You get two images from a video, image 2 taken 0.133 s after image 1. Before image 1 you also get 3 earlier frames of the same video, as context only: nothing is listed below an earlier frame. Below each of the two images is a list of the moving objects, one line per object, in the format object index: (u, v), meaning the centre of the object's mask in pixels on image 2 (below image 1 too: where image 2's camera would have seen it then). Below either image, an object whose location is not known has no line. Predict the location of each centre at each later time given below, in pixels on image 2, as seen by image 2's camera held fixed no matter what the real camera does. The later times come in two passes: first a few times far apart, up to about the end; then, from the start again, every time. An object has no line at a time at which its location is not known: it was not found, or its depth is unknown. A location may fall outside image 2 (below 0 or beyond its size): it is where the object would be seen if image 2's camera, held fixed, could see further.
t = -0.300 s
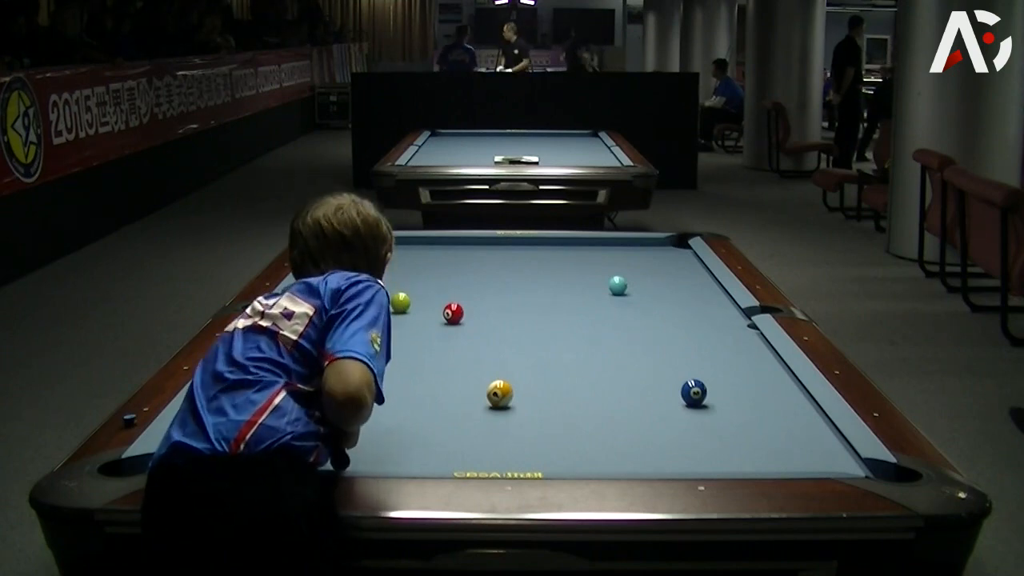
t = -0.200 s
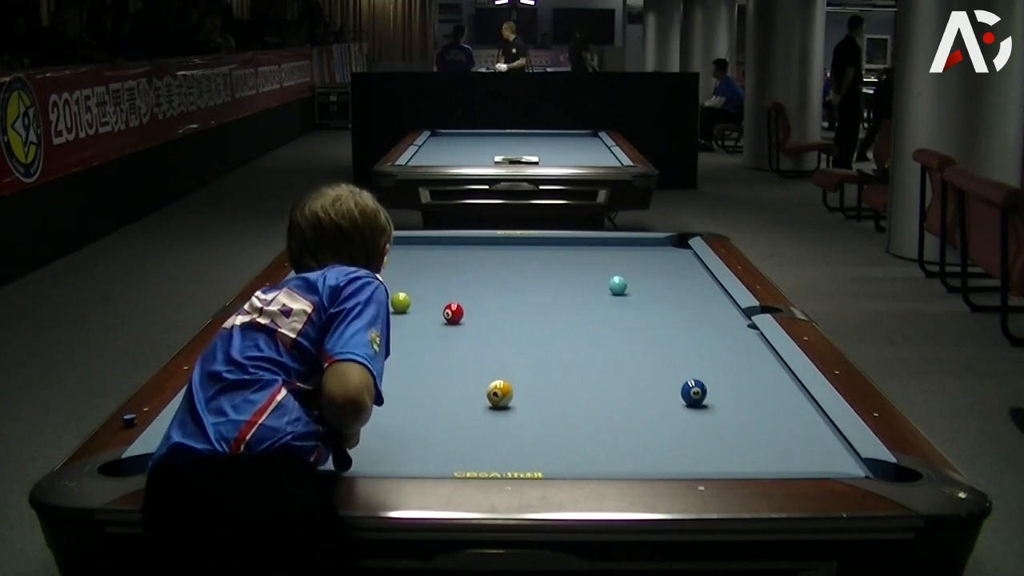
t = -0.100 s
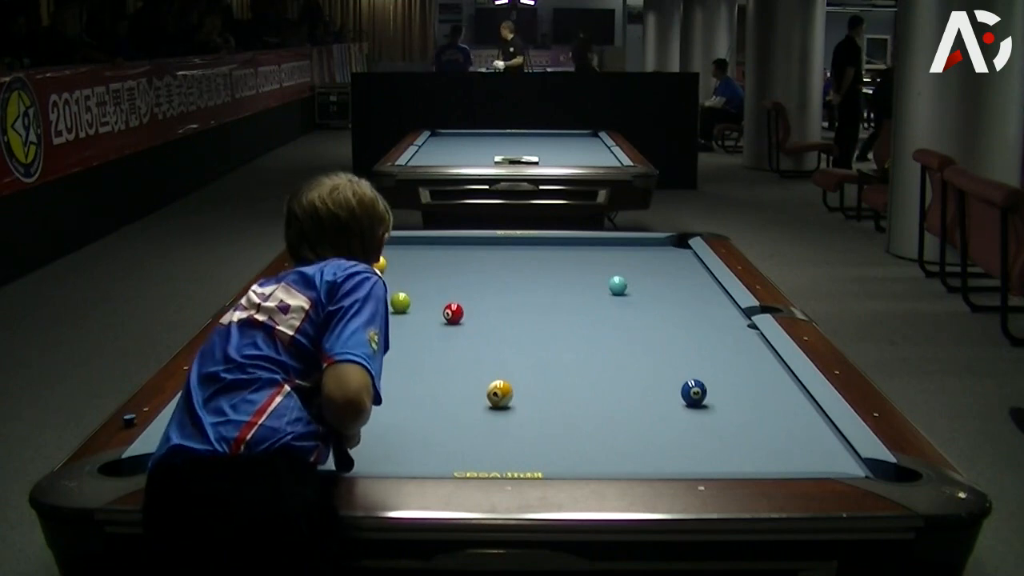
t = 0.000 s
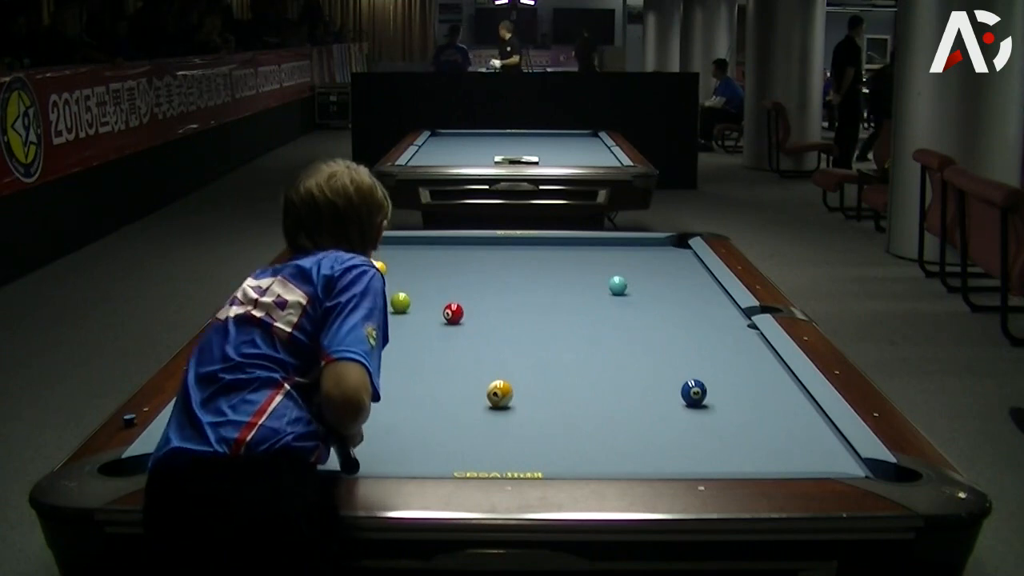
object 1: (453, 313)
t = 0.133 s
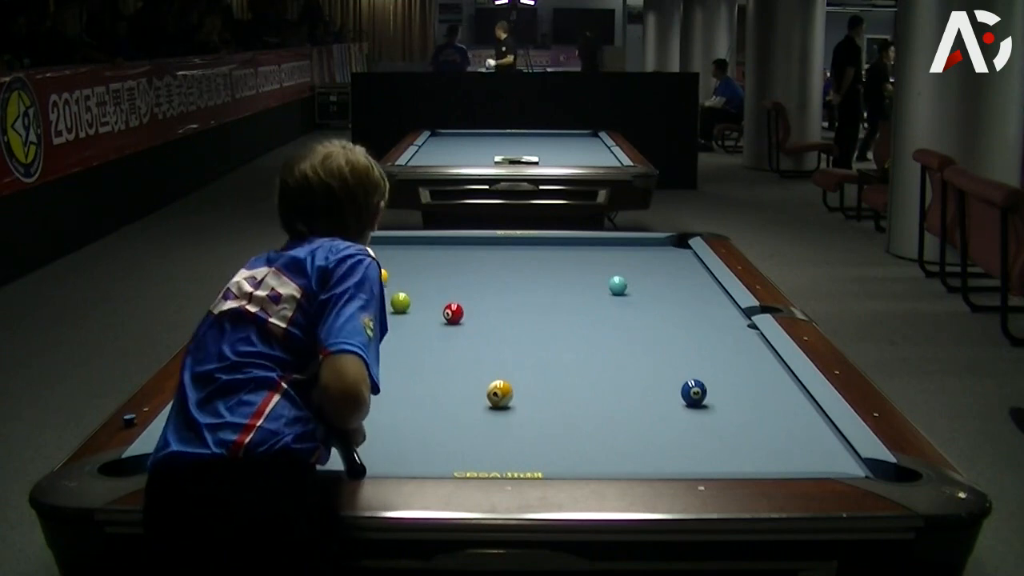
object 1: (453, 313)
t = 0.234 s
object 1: (453, 313)
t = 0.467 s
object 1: (453, 313)
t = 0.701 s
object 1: (453, 313)
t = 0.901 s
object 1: (479, 319)
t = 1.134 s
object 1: (510, 325)
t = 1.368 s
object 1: (541, 332)
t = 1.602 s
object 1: (571, 338)
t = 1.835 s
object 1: (602, 345)
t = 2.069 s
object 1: (632, 351)
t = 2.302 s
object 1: (661, 357)
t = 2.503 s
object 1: (686, 362)
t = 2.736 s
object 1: (714, 368)
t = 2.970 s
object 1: (742, 373)
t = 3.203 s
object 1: (768, 379)
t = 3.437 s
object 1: (784, 384)
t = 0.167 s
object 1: (453, 313)
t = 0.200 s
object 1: (453, 313)
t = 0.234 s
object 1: (453, 313)
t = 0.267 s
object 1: (453, 313)
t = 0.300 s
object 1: (453, 313)
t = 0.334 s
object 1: (453, 313)
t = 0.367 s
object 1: (453, 313)
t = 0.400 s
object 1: (453, 313)
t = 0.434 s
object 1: (453, 313)
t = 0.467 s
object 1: (453, 313)
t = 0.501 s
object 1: (453, 313)
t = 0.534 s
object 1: (453, 313)
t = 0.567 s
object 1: (453, 313)
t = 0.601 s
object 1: (453, 313)
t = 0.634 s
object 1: (453, 313)
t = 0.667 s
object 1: (453, 313)
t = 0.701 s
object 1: (453, 313)
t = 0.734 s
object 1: (453, 314)
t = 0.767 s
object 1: (459, 315)
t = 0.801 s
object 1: (465, 316)
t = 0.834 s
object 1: (470, 317)
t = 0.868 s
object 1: (475, 318)
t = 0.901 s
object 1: (479, 319)
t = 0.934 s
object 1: (484, 320)
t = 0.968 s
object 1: (488, 321)
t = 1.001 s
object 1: (492, 322)
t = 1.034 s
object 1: (497, 323)
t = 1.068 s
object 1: (501, 324)
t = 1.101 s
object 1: (505, 324)
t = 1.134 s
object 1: (510, 325)
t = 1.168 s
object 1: (514, 326)
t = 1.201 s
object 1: (518, 327)
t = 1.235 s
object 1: (523, 328)
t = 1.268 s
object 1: (528, 329)
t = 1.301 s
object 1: (532, 330)
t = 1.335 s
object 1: (536, 331)
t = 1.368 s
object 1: (541, 332)
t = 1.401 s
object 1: (545, 333)
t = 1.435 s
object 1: (549, 334)
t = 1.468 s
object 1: (554, 335)
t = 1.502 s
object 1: (558, 336)
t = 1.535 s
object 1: (562, 336)
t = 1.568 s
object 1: (567, 338)
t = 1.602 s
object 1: (571, 338)
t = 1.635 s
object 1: (575, 339)
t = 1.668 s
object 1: (580, 340)
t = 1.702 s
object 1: (584, 341)
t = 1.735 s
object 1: (589, 342)
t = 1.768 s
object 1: (593, 343)
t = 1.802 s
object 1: (597, 344)
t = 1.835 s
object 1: (602, 345)
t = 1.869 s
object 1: (606, 346)
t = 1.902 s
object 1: (610, 346)
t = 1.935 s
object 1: (614, 347)
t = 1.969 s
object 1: (619, 348)
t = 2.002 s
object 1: (623, 349)
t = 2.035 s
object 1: (627, 350)
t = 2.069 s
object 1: (632, 351)
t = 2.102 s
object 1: (636, 352)
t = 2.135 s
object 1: (640, 353)
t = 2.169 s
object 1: (644, 354)
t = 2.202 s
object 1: (648, 354)
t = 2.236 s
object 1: (653, 355)
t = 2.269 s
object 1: (657, 356)
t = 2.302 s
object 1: (661, 357)
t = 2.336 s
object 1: (665, 358)
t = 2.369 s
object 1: (669, 359)
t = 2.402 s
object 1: (673, 359)
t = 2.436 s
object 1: (678, 360)
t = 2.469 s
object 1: (681, 361)
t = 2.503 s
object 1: (686, 362)
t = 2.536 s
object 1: (690, 363)
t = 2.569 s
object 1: (694, 363)
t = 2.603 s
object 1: (698, 364)
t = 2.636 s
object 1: (702, 365)
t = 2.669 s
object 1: (706, 366)
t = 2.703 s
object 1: (710, 367)
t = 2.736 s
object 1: (714, 368)
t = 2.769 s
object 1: (718, 369)
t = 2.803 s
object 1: (722, 369)
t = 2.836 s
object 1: (726, 370)
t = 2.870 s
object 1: (730, 371)
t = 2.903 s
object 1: (734, 372)
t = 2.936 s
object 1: (738, 373)
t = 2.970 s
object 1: (742, 373)
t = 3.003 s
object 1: (746, 374)
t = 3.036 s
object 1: (750, 375)
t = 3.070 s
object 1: (753, 376)
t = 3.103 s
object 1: (757, 377)
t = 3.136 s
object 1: (761, 377)
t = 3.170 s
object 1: (765, 378)
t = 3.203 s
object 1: (768, 379)
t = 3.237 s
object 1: (772, 380)
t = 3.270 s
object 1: (776, 381)
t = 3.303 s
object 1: (780, 382)
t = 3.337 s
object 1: (783, 382)
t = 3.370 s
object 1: (786, 383)
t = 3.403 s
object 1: (786, 384)
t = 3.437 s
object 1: (784, 384)
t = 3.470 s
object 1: (784, 384)
